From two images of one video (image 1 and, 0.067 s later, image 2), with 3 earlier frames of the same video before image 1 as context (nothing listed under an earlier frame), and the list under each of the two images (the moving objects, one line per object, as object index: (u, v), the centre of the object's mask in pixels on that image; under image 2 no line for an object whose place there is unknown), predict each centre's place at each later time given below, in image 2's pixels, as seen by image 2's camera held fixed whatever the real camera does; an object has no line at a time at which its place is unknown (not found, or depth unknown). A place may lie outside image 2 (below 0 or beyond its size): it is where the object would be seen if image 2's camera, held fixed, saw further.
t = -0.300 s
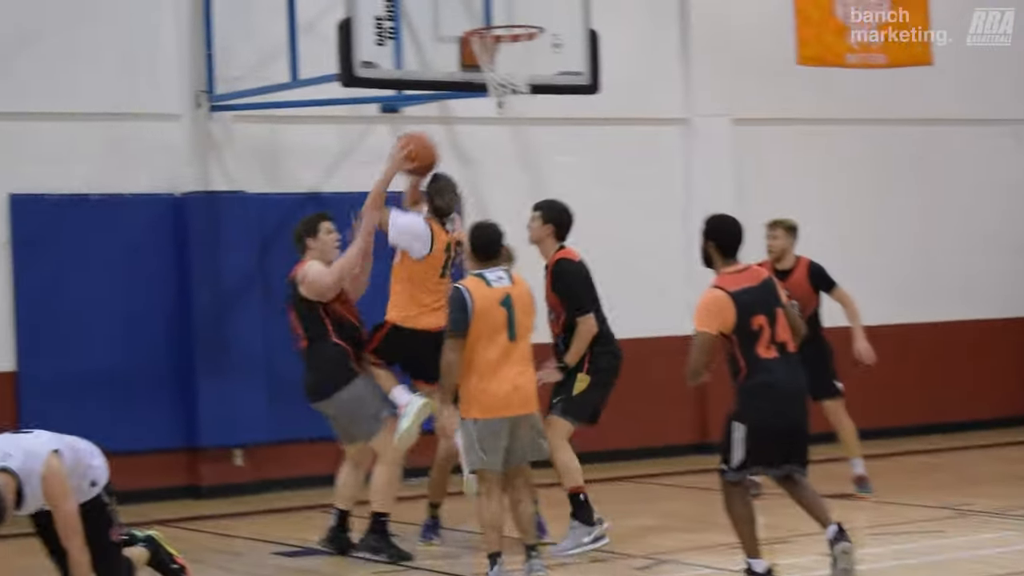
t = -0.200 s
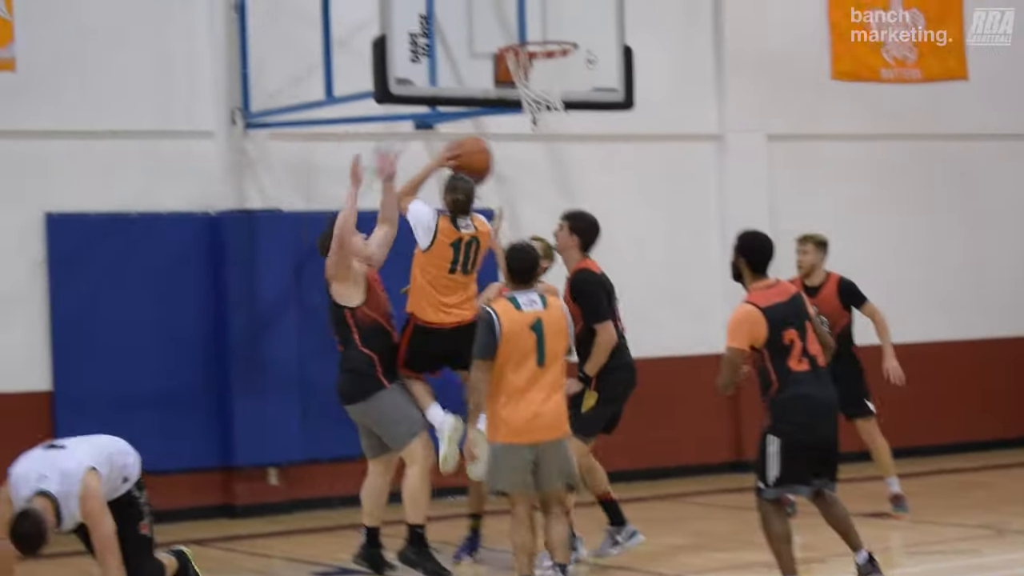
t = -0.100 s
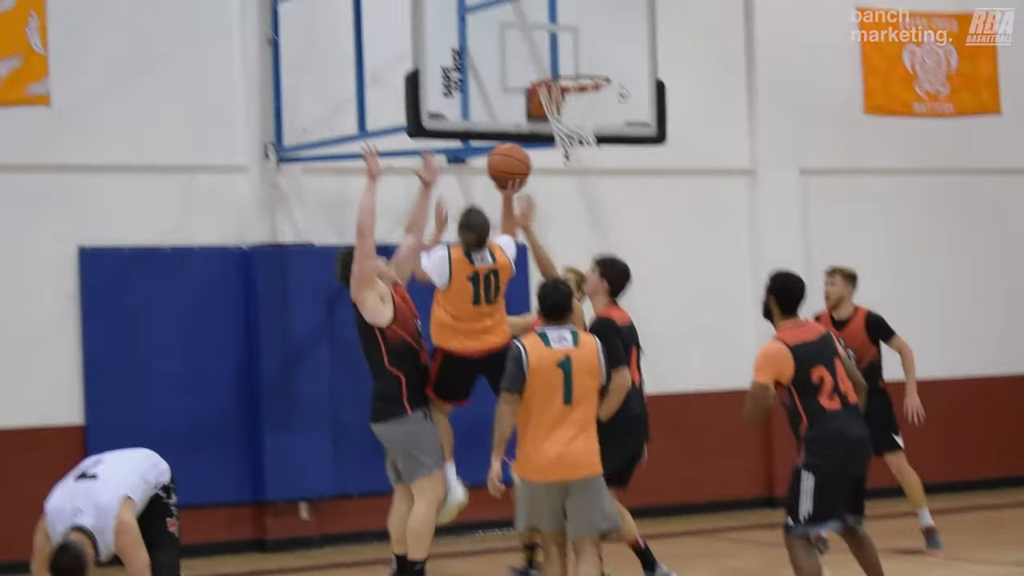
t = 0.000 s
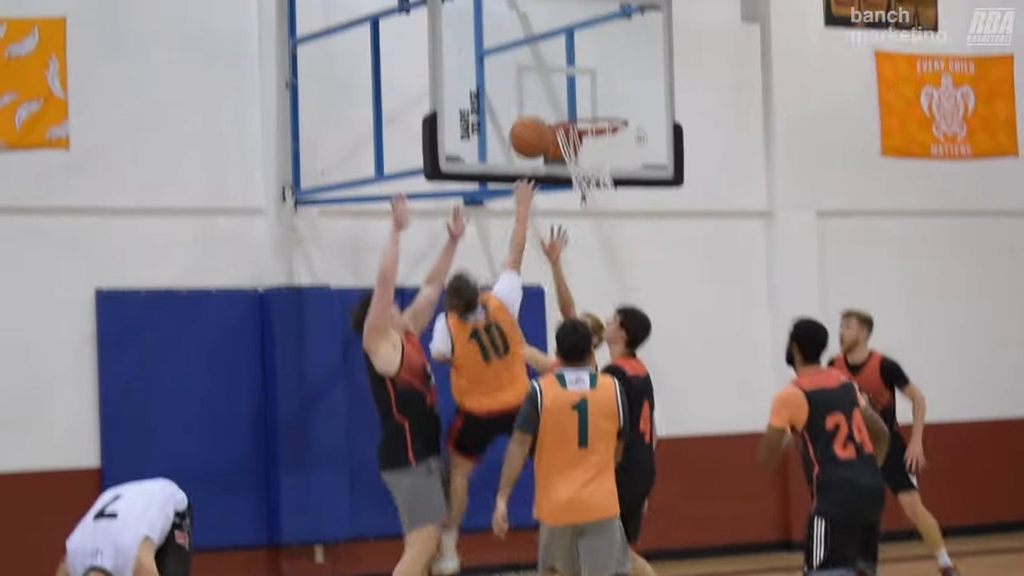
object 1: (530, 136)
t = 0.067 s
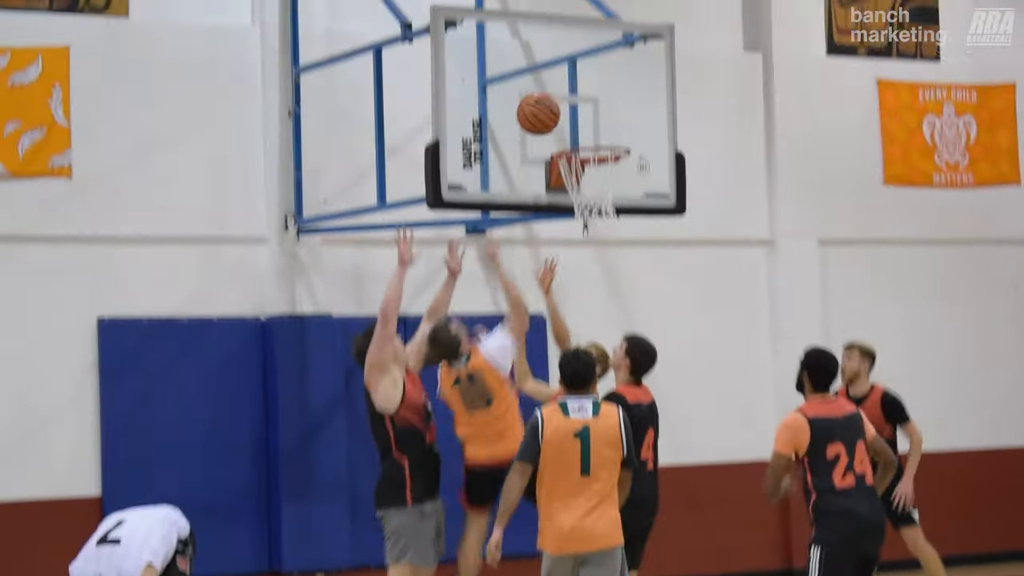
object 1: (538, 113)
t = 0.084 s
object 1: (540, 102)
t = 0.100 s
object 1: (541, 90)
